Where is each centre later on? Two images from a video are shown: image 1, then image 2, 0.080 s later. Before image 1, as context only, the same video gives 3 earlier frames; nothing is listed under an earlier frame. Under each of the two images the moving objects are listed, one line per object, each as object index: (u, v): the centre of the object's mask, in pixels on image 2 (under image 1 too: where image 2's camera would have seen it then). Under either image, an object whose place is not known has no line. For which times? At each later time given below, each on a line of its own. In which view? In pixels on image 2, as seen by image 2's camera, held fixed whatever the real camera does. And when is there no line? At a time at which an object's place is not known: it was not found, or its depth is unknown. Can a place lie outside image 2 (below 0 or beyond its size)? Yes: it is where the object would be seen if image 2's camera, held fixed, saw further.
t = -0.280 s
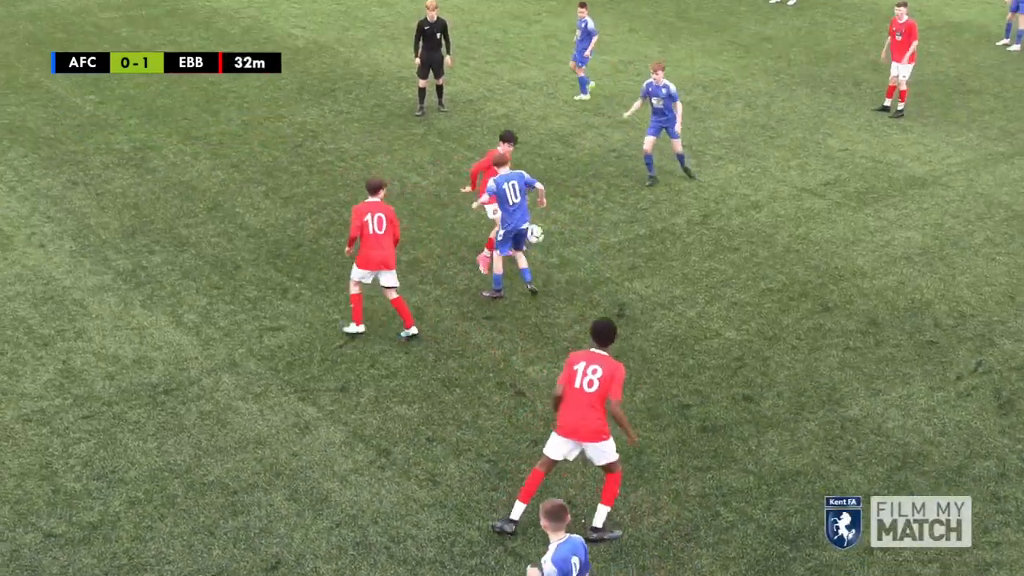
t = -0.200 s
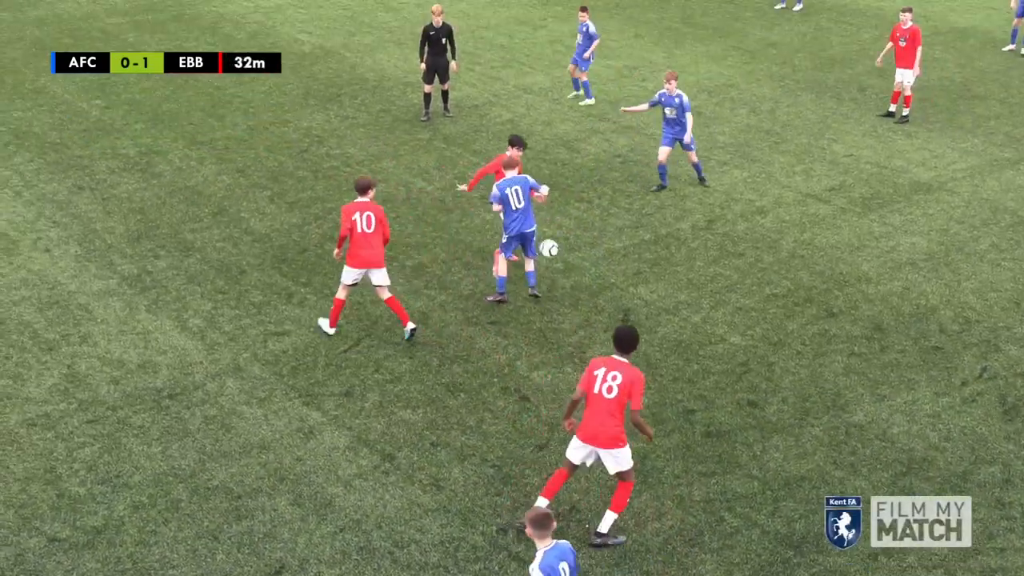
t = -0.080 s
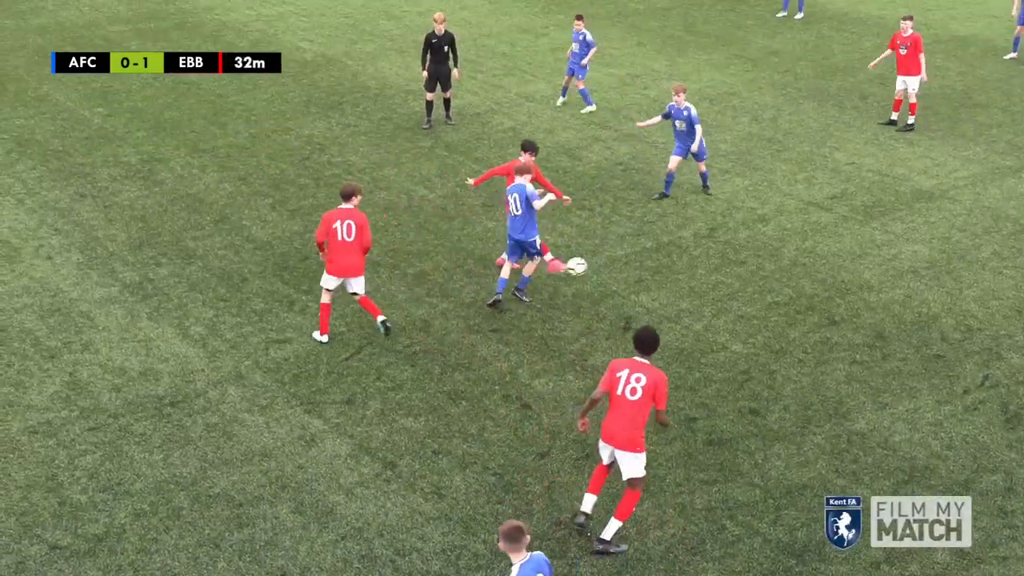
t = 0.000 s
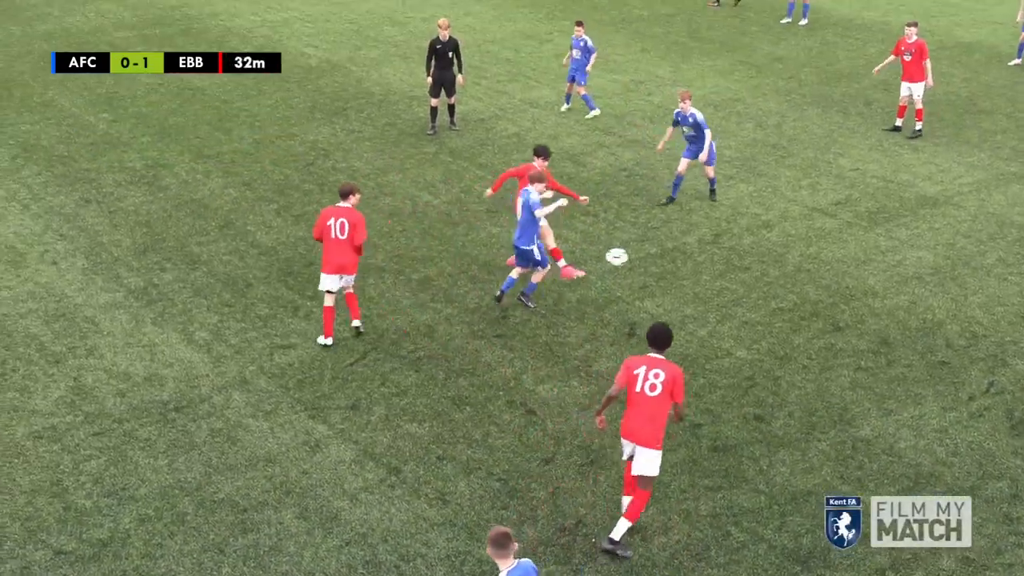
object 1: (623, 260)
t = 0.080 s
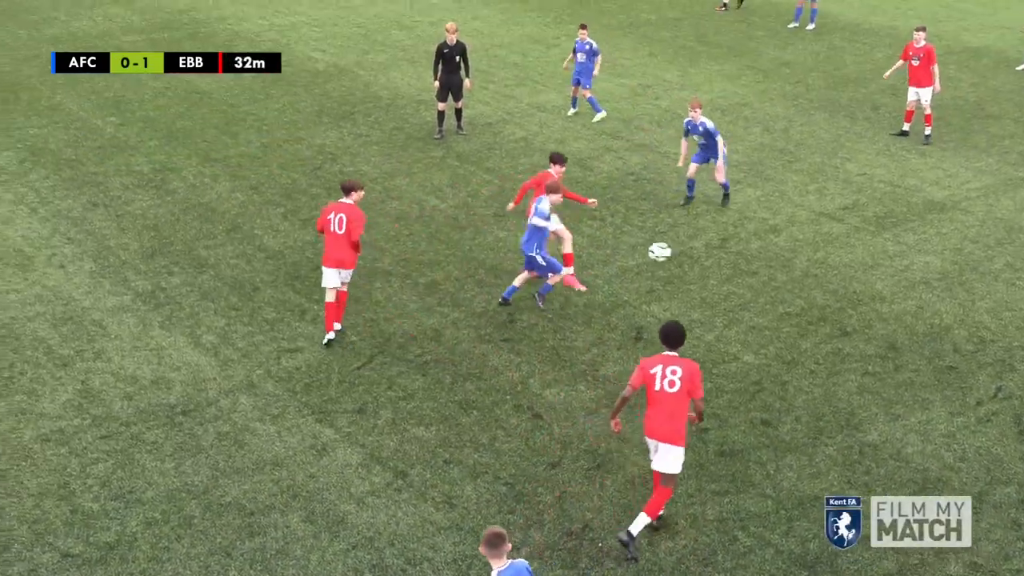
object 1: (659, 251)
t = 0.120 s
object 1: (678, 248)
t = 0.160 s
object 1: (697, 247)
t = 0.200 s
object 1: (715, 247)
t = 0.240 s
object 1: (734, 248)
